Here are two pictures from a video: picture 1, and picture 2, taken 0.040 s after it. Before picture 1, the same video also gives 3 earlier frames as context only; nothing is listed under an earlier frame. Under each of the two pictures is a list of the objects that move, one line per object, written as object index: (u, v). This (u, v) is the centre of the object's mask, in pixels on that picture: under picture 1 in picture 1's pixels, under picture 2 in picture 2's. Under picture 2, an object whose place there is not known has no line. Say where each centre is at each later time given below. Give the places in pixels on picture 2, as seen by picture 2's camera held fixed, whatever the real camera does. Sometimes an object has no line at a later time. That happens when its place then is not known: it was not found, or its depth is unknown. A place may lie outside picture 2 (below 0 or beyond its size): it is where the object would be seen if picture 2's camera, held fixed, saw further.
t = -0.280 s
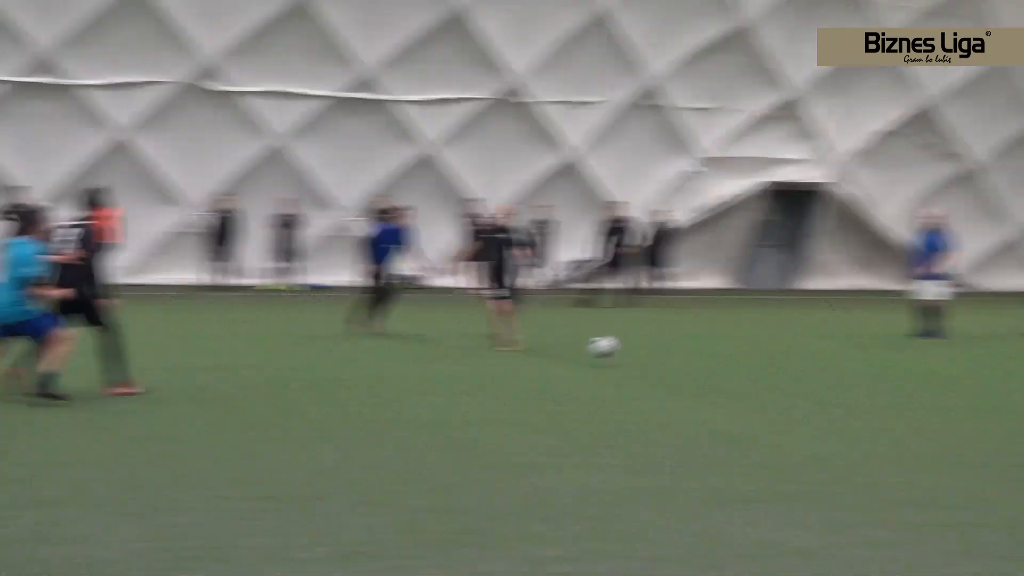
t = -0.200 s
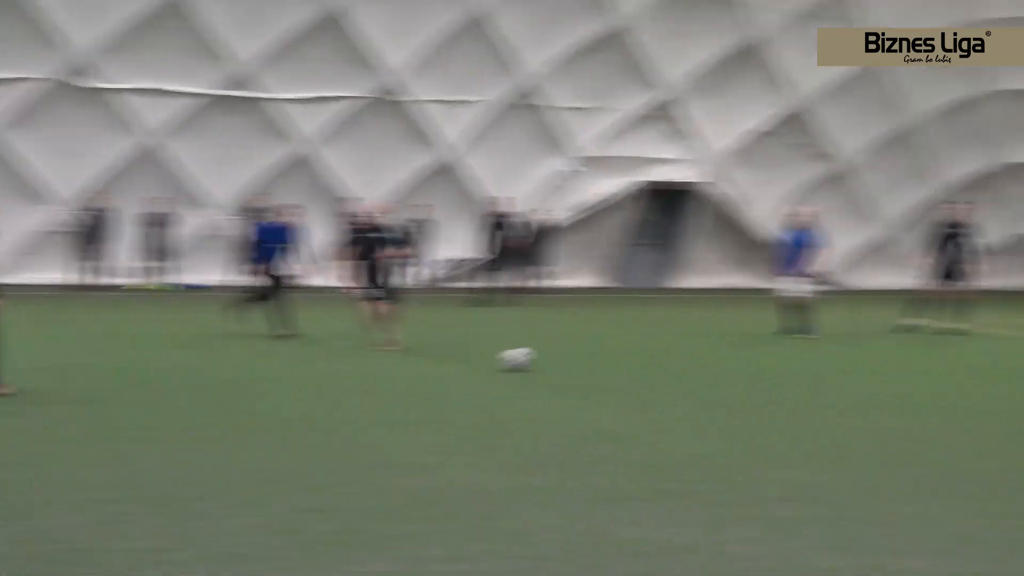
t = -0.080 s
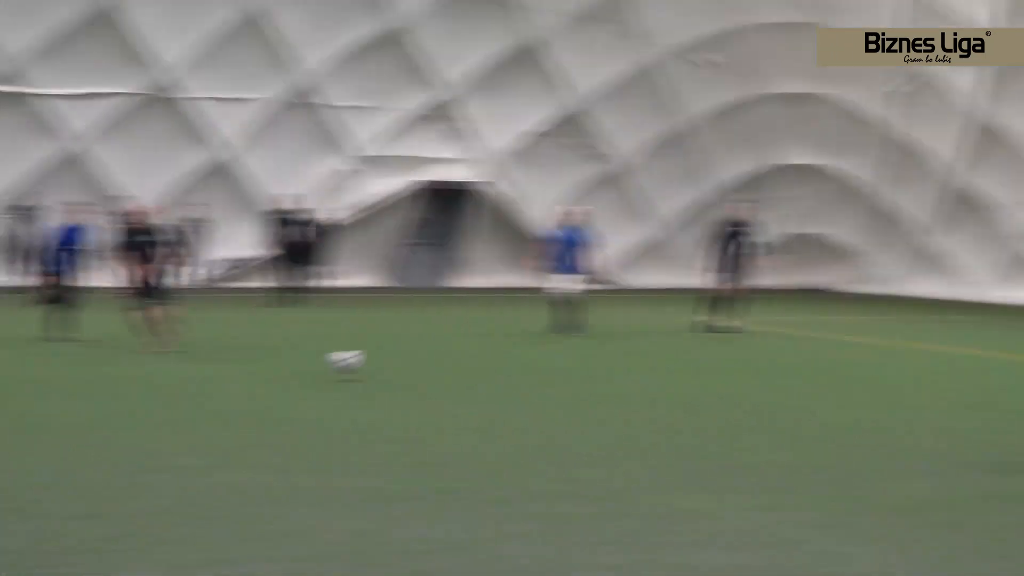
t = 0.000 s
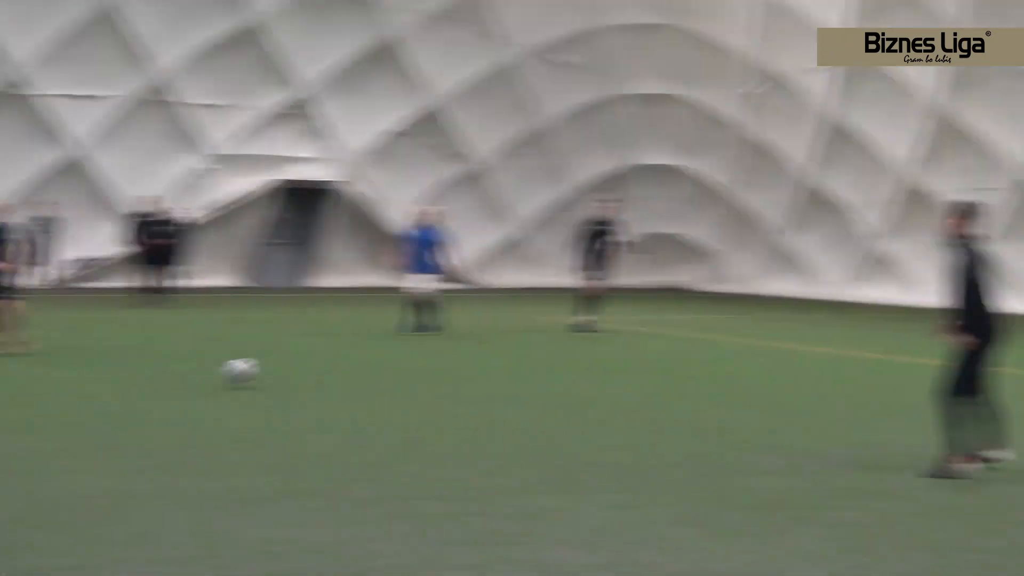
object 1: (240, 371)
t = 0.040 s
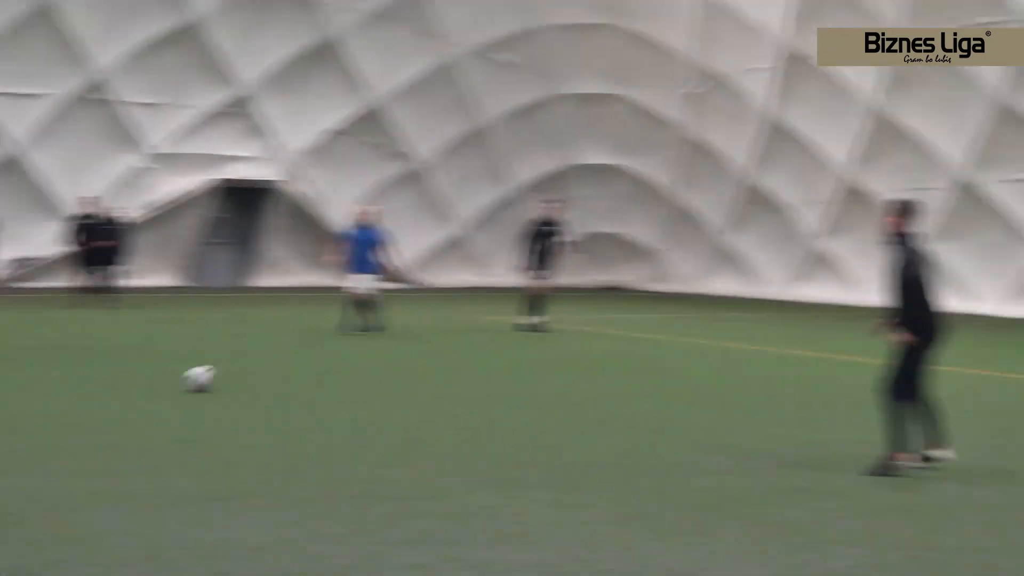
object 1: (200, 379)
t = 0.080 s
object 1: (217, 384)
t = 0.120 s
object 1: (232, 384)
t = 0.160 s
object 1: (245, 387)
